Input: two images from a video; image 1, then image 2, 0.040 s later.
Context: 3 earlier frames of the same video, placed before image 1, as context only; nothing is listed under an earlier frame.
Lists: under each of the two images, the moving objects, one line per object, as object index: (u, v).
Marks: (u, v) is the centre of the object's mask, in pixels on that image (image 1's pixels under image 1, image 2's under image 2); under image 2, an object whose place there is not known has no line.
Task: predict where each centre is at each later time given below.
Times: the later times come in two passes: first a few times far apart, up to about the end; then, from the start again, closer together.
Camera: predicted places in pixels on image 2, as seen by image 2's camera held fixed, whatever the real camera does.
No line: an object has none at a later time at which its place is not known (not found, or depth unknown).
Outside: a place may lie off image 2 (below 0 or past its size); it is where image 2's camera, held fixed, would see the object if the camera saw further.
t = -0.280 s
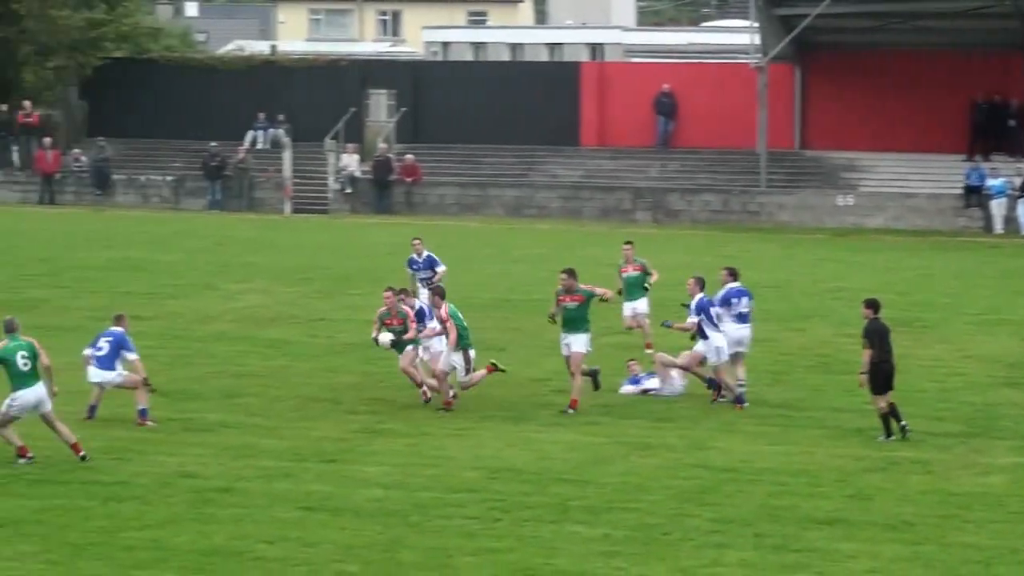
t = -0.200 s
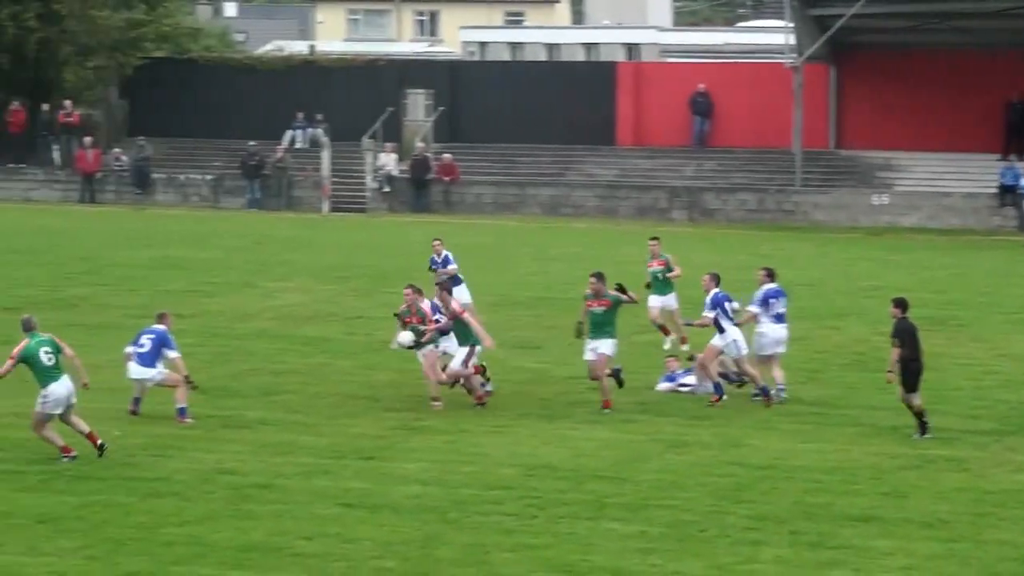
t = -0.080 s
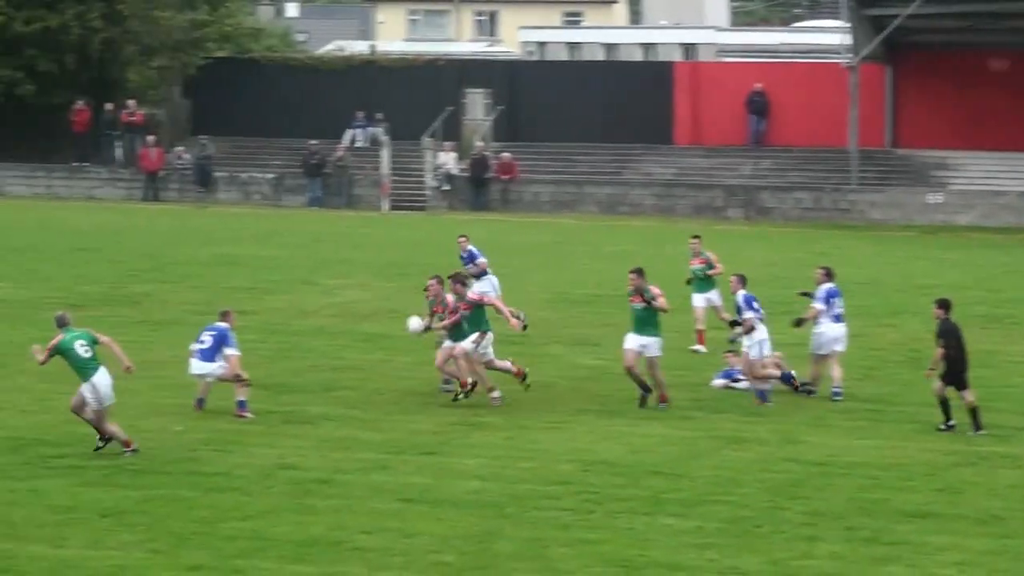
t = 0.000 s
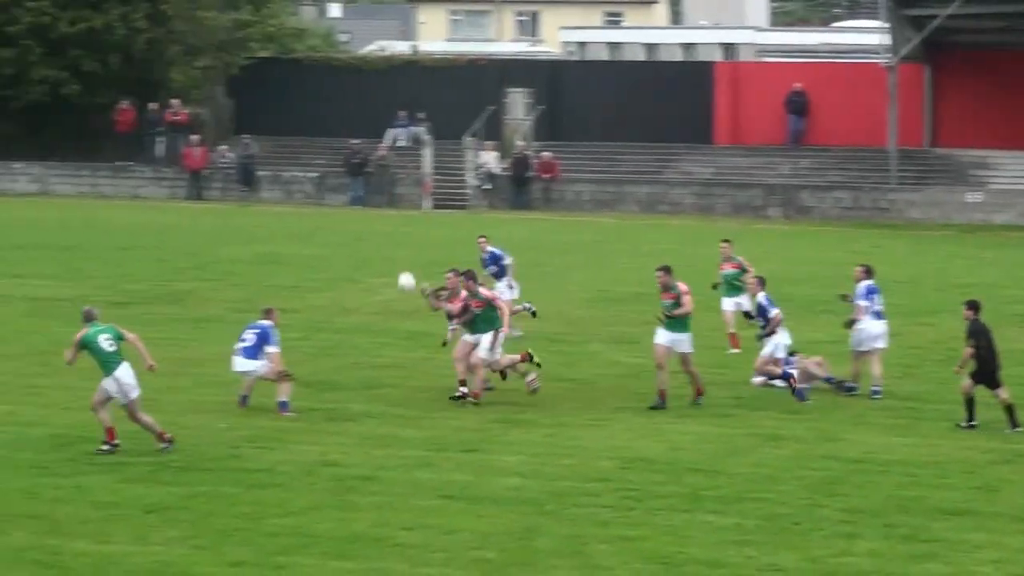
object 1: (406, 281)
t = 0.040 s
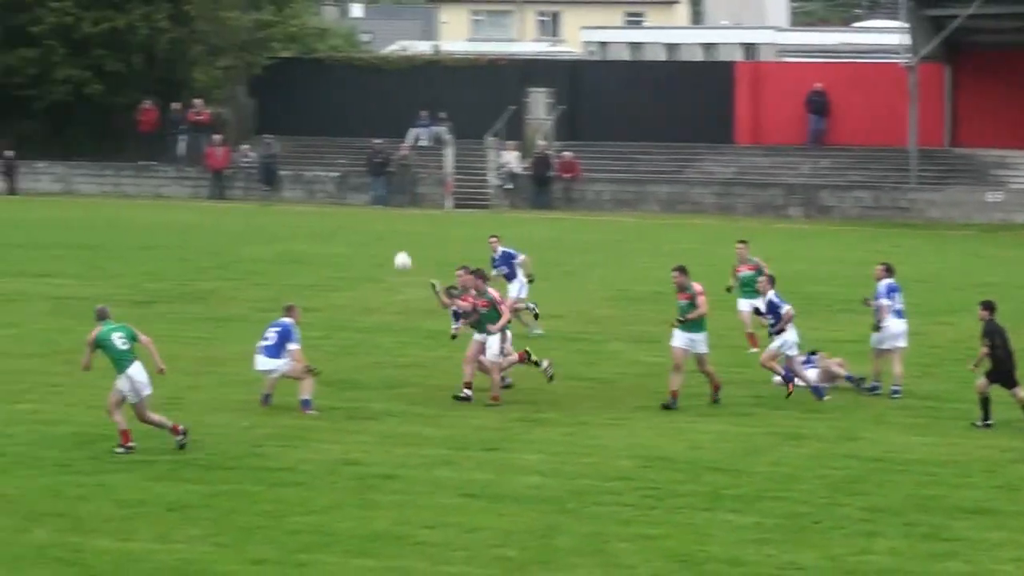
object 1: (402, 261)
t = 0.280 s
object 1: (247, 166)
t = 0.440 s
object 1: (138, 127)
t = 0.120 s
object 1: (351, 224)
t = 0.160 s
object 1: (325, 208)
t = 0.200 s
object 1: (300, 193)
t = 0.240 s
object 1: (274, 180)
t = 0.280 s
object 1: (247, 166)
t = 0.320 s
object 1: (221, 154)
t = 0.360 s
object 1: (194, 144)
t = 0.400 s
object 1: (166, 134)
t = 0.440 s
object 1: (138, 127)
